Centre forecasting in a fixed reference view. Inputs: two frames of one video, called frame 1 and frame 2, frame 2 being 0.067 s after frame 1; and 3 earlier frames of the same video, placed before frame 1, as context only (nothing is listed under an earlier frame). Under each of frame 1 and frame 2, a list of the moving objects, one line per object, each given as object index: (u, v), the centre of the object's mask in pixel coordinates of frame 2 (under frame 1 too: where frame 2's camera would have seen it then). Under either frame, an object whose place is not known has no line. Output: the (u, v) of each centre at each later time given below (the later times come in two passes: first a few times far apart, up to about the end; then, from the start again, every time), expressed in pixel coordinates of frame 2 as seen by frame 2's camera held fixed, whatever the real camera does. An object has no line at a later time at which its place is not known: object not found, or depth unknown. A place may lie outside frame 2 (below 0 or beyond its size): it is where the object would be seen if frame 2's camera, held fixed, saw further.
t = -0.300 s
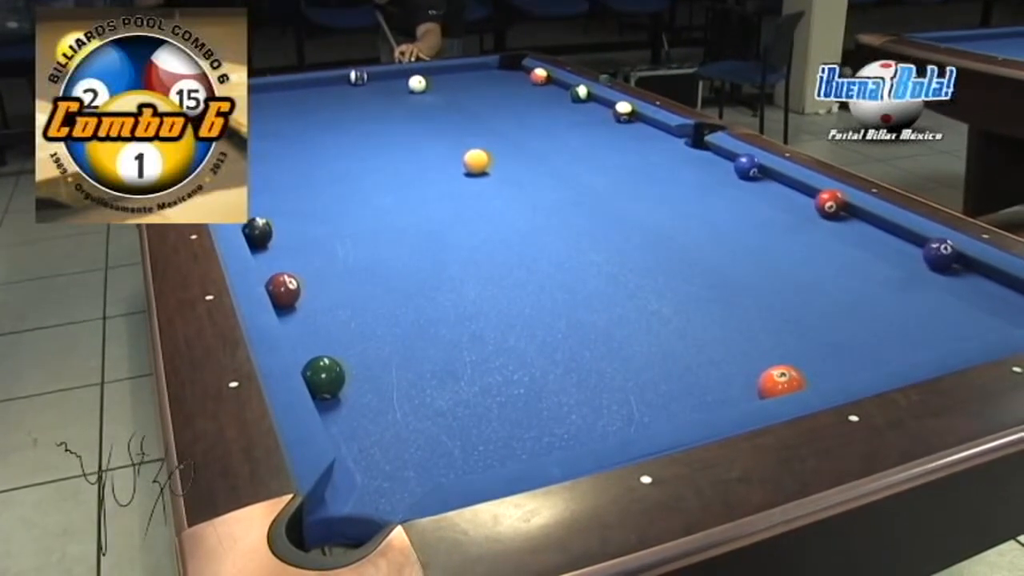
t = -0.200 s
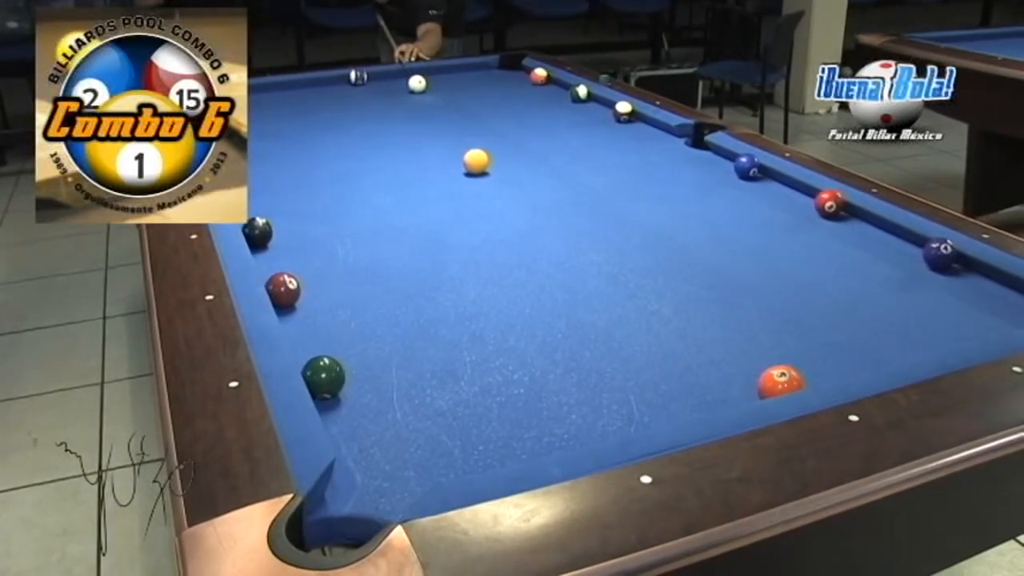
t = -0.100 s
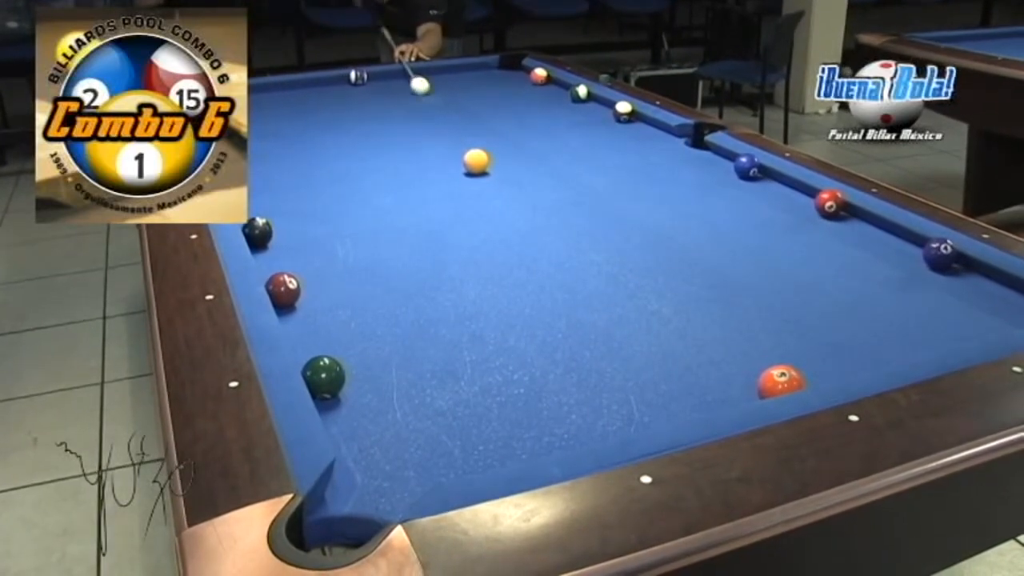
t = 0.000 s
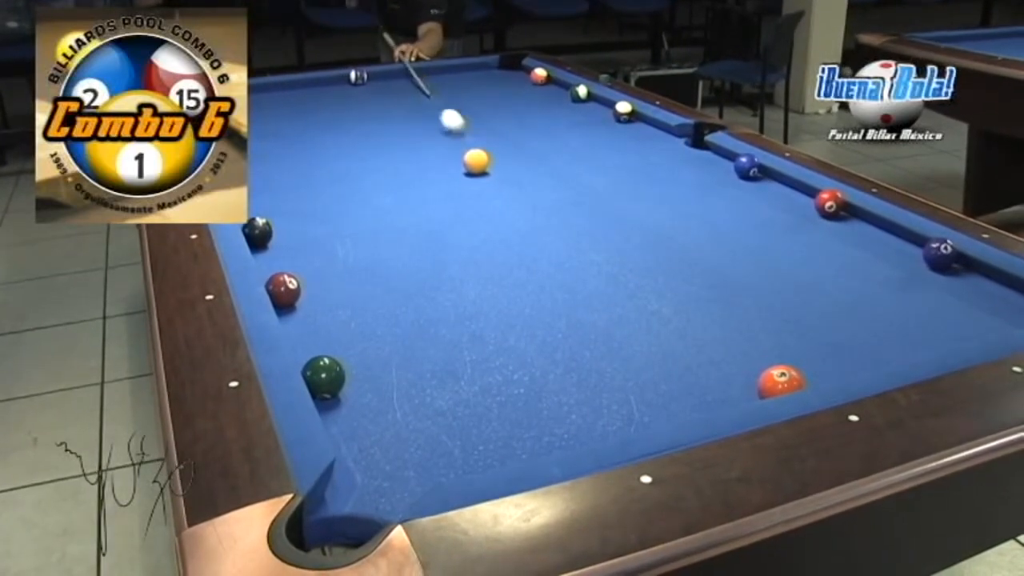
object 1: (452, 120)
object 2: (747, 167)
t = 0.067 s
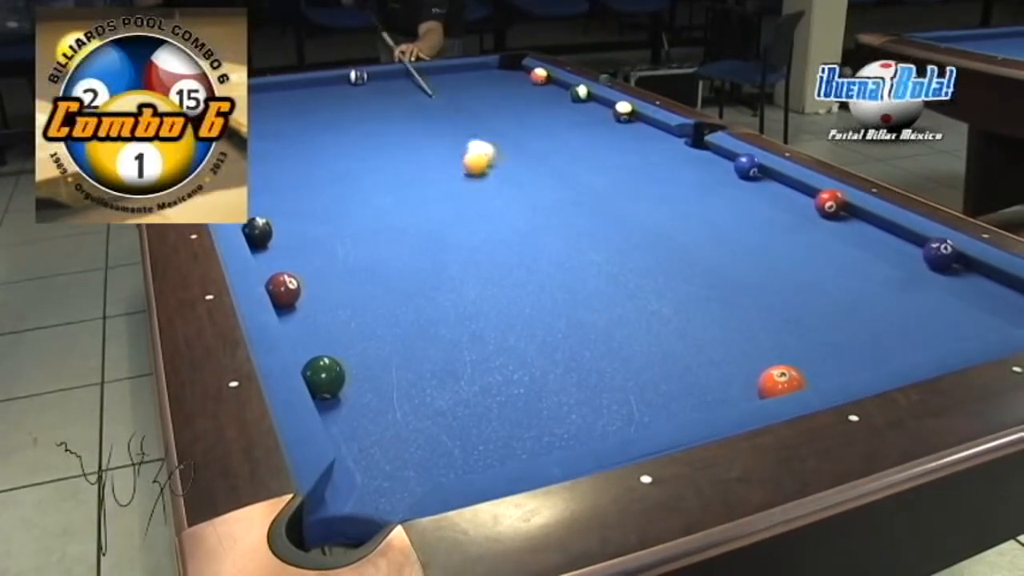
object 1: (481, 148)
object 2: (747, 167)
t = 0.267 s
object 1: (585, 160)
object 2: (747, 167)
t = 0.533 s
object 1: (698, 165)
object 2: (747, 167)
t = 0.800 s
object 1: (708, 170)
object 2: (750, 175)
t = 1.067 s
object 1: (701, 175)
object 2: (751, 187)
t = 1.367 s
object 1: (694, 180)
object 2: (753, 200)
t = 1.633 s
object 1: (688, 184)
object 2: (755, 213)
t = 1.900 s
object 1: (683, 187)
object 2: (756, 224)
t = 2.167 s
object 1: (680, 191)
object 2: (758, 236)
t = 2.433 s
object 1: (678, 194)
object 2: (761, 247)
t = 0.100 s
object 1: (500, 154)
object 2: (747, 167)
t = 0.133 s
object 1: (519, 156)
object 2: (747, 167)
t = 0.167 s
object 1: (538, 157)
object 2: (747, 167)
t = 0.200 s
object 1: (554, 158)
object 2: (747, 167)
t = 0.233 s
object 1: (570, 159)
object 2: (747, 167)
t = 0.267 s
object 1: (585, 160)
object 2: (747, 167)
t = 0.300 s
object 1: (598, 161)
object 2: (747, 167)
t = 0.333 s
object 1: (613, 161)
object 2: (747, 167)
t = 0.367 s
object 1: (627, 162)
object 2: (747, 167)
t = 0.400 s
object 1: (641, 162)
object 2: (747, 167)
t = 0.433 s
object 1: (655, 164)
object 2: (747, 167)
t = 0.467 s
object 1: (669, 164)
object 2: (747, 167)
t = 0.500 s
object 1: (683, 164)
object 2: (747, 167)
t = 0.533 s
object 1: (698, 165)
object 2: (747, 167)
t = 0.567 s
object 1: (712, 166)
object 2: (747, 167)
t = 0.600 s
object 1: (722, 167)
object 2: (748, 167)
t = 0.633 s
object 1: (718, 167)
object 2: (748, 168)
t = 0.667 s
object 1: (714, 167)
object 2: (749, 170)
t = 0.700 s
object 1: (712, 168)
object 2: (749, 172)
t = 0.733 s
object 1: (710, 168)
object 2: (749, 173)
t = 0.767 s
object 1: (710, 169)
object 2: (750, 174)
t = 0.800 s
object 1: (708, 170)
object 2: (750, 175)
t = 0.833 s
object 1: (708, 171)
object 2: (750, 177)
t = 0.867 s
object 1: (707, 171)
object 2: (750, 178)
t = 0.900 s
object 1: (706, 172)
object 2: (750, 180)
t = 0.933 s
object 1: (704, 172)
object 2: (751, 182)
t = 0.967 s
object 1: (703, 173)
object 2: (751, 183)
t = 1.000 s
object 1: (702, 173)
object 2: (751, 184)
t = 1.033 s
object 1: (702, 174)
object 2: (751, 186)
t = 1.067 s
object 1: (701, 175)
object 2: (751, 187)
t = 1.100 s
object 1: (700, 175)
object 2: (752, 189)
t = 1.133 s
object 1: (699, 176)
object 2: (752, 190)
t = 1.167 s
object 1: (698, 176)
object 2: (752, 191)
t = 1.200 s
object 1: (698, 177)
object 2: (752, 193)
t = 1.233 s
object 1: (697, 178)
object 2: (752, 194)
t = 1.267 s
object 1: (696, 178)
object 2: (753, 196)
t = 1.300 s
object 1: (695, 179)
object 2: (753, 197)
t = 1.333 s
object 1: (694, 179)
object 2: (753, 199)
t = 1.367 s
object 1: (694, 180)
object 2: (753, 200)
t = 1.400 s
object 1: (693, 180)
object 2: (753, 202)
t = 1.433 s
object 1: (692, 181)
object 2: (753, 203)
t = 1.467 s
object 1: (691, 181)
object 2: (754, 205)
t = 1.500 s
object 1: (691, 182)
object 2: (754, 206)
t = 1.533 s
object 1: (690, 183)
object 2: (754, 208)
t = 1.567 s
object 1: (689, 183)
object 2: (754, 209)
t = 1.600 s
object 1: (689, 184)
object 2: (754, 211)
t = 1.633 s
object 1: (688, 184)
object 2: (755, 213)
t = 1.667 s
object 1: (688, 184)
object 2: (754, 214)
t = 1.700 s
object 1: (687, 185)
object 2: (755, 215)
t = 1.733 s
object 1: (686, 185)
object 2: (755, 217)
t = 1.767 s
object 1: (685, 186)
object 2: (755, 218)
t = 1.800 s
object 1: (685, 186)
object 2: (755, 220)
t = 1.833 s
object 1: (685, 187)
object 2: (755, 221)
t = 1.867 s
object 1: (684, 187)
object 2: (756, 223)
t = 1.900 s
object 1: (683, 187)
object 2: (756, 224)
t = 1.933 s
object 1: (683, 188)
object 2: (756, 226)
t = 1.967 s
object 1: (682, 188)
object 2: (756, 227)
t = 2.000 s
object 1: (682, 189)
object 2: (756, 228)
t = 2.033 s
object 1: (682, 189)
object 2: (757, 230)
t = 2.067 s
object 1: (681, 190)
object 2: (757, 231)
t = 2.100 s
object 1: (681, 190)
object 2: (757, 233)
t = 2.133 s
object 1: (680, 190)
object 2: (758, 235)
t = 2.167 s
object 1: (680, 191)
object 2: (758, 236)
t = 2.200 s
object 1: (680, 191)
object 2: (758, 237)
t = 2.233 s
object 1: (680, 192)
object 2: (758, 239)
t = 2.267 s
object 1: (679, 192)
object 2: (759, 240)
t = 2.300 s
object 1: (679, 192)
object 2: (759, 242)
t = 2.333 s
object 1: (678, 193)
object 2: (759, 243)
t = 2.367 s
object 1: (678, 193)
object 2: (760, 245)
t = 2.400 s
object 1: (678, 193)
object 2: (760, 246)
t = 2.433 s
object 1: (678, 194)
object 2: (761, 247)
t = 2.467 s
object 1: (677, 194)
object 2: (761, 249)
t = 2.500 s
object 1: (677, 194)
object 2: (761, 250)
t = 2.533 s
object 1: (677, 194)
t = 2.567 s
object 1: (677, 195)
